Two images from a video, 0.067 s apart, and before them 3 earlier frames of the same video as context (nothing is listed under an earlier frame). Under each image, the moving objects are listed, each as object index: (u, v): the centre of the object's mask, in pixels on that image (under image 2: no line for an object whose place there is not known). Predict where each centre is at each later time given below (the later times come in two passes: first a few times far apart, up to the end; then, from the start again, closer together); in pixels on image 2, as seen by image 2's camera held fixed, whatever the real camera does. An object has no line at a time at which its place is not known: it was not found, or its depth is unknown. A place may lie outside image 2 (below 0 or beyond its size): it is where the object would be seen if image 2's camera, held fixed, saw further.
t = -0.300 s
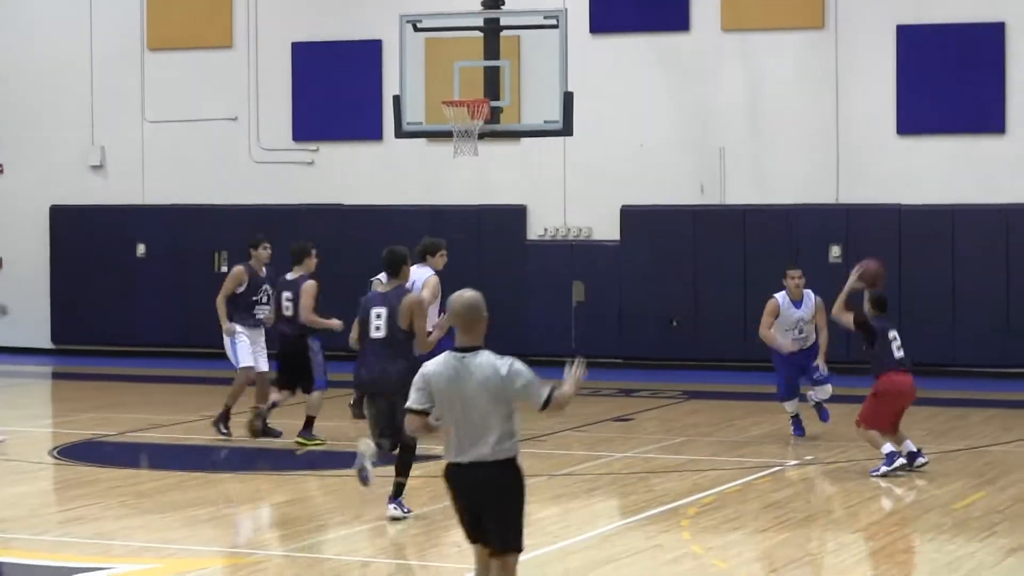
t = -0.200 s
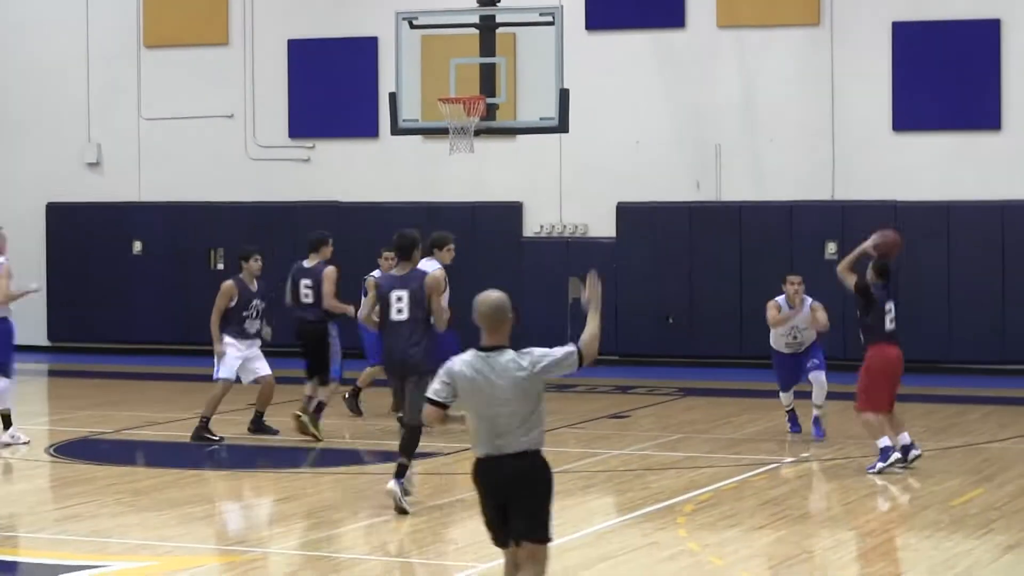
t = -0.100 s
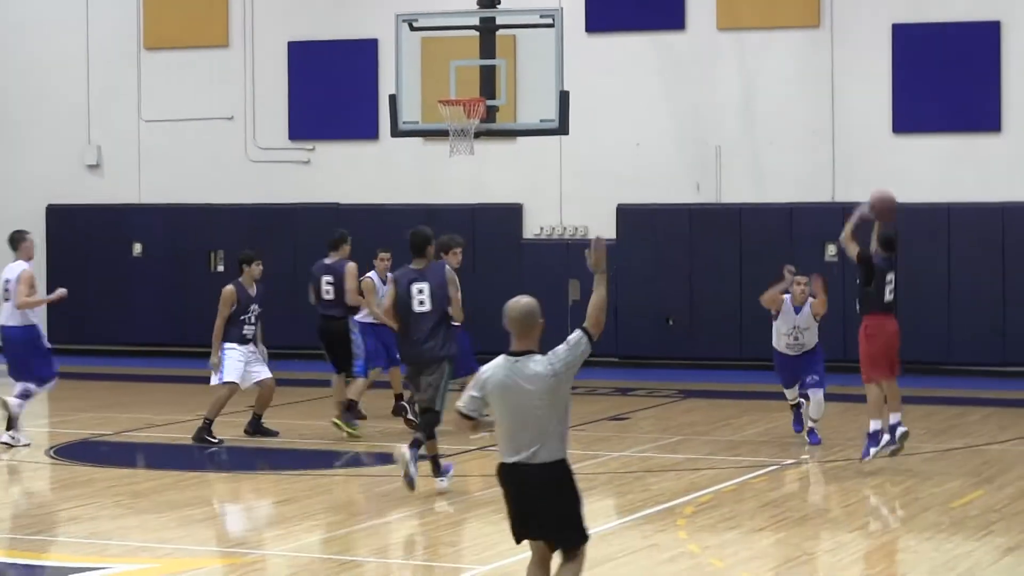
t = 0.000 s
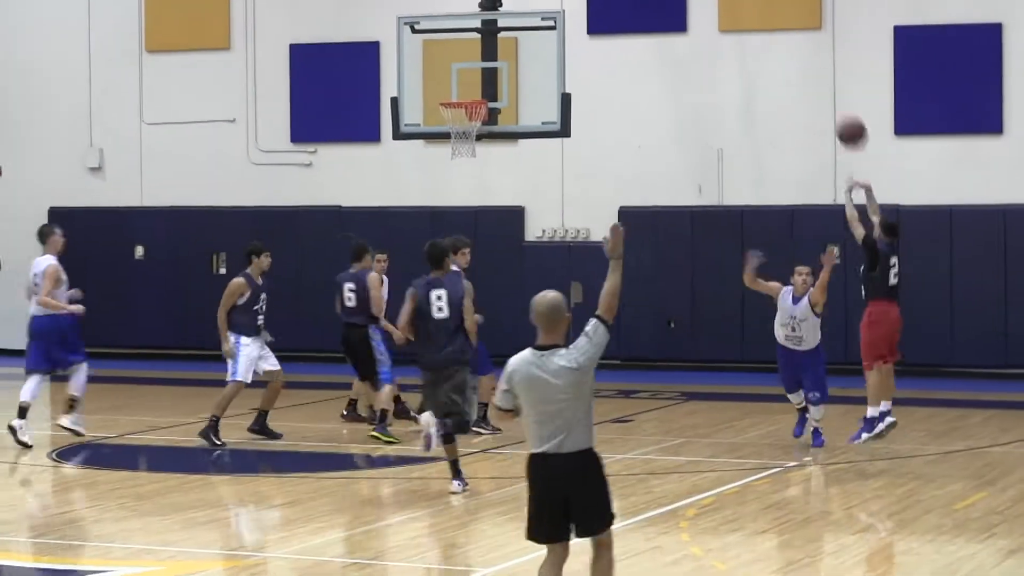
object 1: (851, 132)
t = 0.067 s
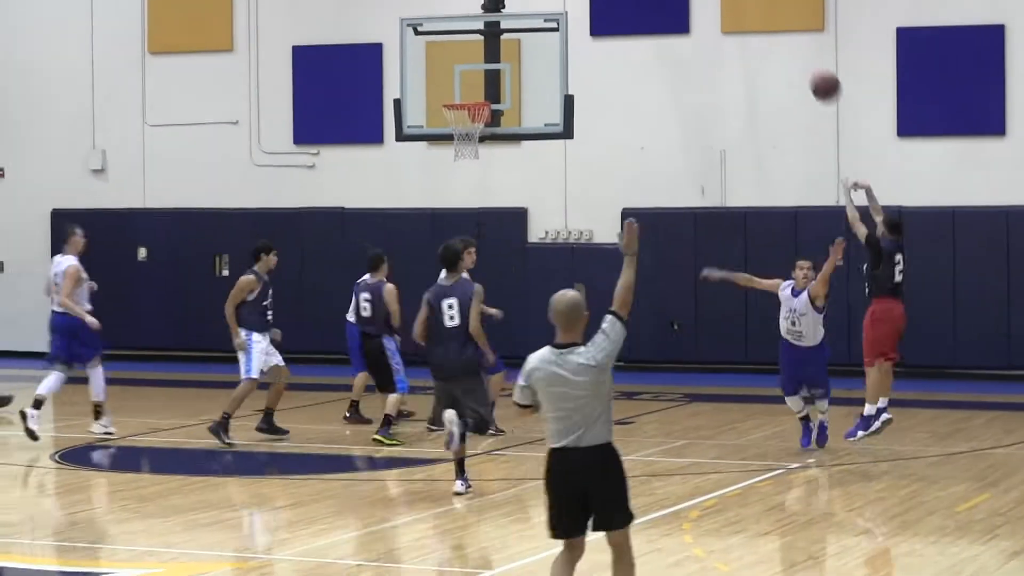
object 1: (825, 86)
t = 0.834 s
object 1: (566, -34)
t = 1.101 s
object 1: (497, 56)
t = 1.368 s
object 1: (475, 107)
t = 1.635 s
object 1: (482, 122)
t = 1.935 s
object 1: (483, 147)
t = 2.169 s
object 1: (455, 193)
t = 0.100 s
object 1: (811, 65)
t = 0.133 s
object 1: (798, 46)
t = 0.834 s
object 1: (566, -34)
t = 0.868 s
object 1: (557, -30)
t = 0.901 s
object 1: (548, -23)
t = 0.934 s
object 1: (540, -13)
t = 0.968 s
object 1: (531, -1)
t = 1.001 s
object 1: (522, 12)
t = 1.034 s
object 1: (513, 26)
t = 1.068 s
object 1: (505, 40)
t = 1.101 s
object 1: (497, 56)
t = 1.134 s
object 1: (489, 72)
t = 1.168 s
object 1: (478, 82)
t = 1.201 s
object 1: (467, 92)
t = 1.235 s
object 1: (456, 103)
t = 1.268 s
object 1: (458, 105)
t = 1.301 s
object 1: (471, 106)
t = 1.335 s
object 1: (476, 108)
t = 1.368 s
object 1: (475, 107)
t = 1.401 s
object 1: (463, 107)
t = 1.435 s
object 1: (457, 109)
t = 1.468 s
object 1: (456, 110)
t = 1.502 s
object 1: (460, 115)
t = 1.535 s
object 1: (464, 118)
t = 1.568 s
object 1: (472, 120)
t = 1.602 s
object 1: (480, 119)
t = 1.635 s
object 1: (482, 122)
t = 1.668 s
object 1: (486, 123)
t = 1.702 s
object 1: (490, 128)
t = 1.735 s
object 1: (489, 126)
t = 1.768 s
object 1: (490, 129)
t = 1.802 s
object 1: (490, 131)
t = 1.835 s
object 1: (489, 131)
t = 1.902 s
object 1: (485, 142)
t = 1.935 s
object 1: (483, 147)
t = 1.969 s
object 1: (479, 149)
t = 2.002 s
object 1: (475, 153)
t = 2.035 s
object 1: (471, 159)
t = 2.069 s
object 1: (467, 166)
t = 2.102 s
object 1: (463, 173)
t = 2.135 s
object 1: (459, 183)
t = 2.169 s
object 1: (455, 193)
